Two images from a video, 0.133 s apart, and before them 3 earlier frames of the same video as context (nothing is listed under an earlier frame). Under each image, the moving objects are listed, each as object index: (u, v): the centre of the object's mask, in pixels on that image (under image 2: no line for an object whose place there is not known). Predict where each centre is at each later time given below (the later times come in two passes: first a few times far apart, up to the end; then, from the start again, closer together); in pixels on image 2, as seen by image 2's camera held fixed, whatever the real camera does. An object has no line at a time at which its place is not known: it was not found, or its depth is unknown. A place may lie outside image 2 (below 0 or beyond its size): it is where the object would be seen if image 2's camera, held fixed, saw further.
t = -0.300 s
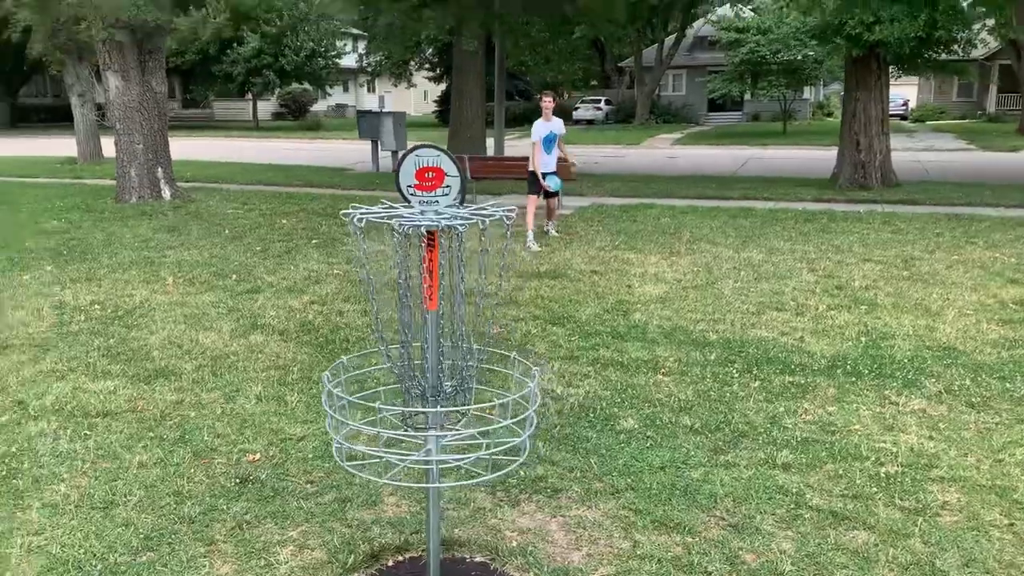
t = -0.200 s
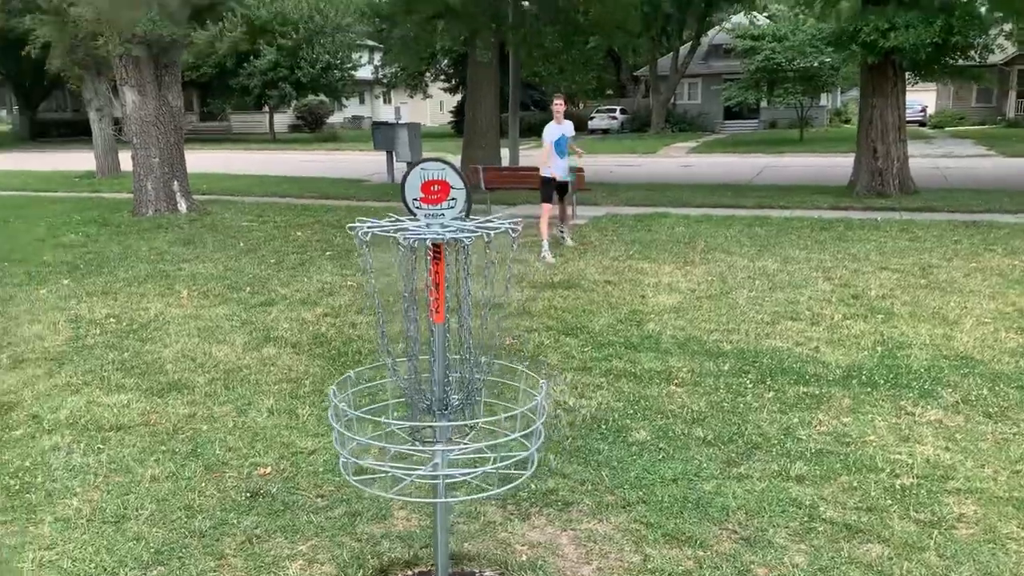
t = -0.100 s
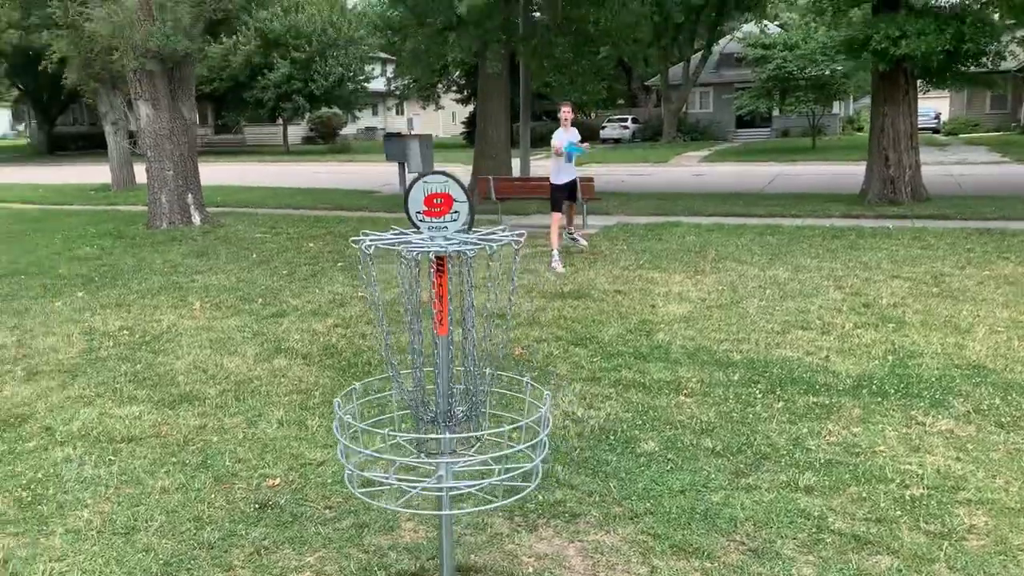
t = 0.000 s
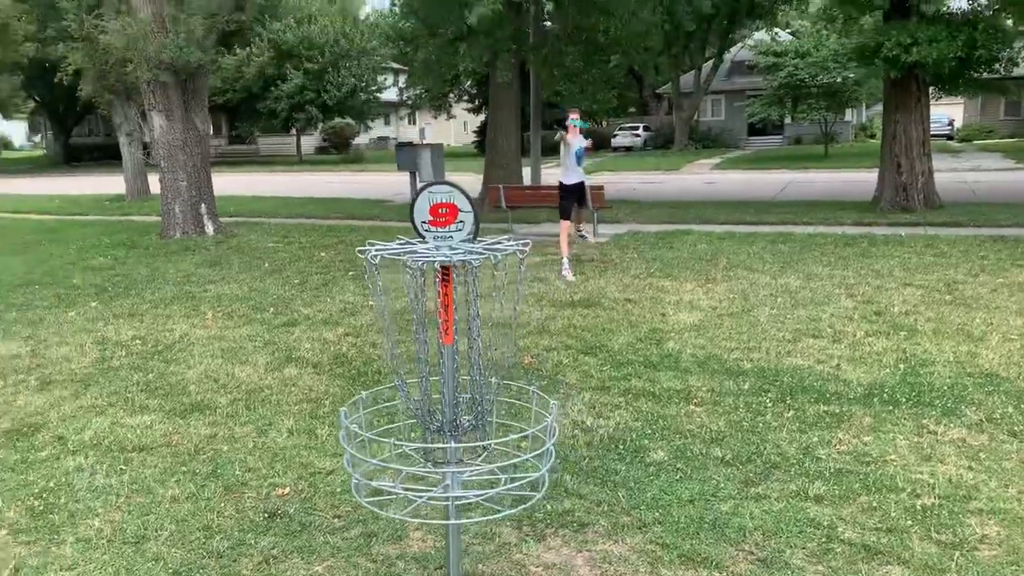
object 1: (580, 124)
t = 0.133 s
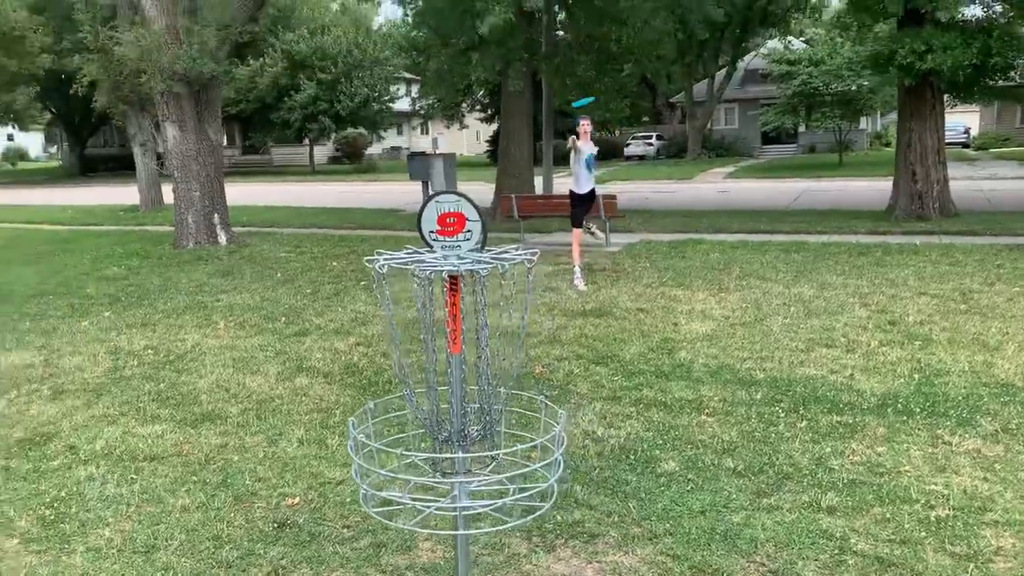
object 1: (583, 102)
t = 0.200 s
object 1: (577, 94)
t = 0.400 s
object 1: (559, 99)
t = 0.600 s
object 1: (533, 164)
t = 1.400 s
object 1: (630, 483)
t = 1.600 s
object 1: (655, 480)
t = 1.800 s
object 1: (693, 475)
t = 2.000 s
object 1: (722, 475)
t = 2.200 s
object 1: (761, 478)
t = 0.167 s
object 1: (580, 97)
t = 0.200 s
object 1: (577, 94)
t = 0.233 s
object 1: (574, 91)
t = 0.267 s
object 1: (571, 90)
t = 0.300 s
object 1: (568, 89)
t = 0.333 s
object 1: (565, 91)
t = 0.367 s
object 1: (563, 94)
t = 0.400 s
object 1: (559, 99)
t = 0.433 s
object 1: (555, 105)
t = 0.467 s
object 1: (551, 114)
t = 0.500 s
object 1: (547, 124)
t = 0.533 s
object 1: (542, 135)
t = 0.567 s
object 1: (537, 148)
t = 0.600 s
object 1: (533, 164)
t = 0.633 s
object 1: (529, 182)
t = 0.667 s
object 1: (525, 203)
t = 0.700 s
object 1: (520, 228)
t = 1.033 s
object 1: (547, 367)
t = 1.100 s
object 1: (565, 381)
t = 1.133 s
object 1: (571, 390)
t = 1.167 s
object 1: (584, 402)
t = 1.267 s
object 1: (605, 450)
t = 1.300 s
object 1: (611, 470)
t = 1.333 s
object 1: (618, 491)
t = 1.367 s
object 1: (624, 491)
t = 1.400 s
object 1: (630, 483)
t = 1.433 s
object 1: (634, 478)
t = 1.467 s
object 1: (638, 476)
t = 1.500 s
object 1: (643, 476)
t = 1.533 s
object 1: (646, 478)
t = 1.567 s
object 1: (650, 480)
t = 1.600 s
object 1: (655, 480)
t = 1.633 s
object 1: (661, 478)
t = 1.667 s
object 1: (667, 477)
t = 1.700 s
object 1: (674, 477)
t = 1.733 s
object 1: (682, 476)
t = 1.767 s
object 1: (687, 475)
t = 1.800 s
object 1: (693, 475)
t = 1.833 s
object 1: (700, 475)
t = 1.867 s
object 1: (706, 475)
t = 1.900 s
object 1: (713, 475)
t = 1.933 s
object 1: (716, 475)
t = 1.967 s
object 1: (719, 475)
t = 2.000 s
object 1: (722, 475)
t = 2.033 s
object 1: (725, 475)
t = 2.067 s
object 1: (728, 475)
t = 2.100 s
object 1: (731, 475)
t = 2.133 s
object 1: (733, 476)
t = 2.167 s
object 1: (737, 476)
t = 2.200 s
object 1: (761, 478)
